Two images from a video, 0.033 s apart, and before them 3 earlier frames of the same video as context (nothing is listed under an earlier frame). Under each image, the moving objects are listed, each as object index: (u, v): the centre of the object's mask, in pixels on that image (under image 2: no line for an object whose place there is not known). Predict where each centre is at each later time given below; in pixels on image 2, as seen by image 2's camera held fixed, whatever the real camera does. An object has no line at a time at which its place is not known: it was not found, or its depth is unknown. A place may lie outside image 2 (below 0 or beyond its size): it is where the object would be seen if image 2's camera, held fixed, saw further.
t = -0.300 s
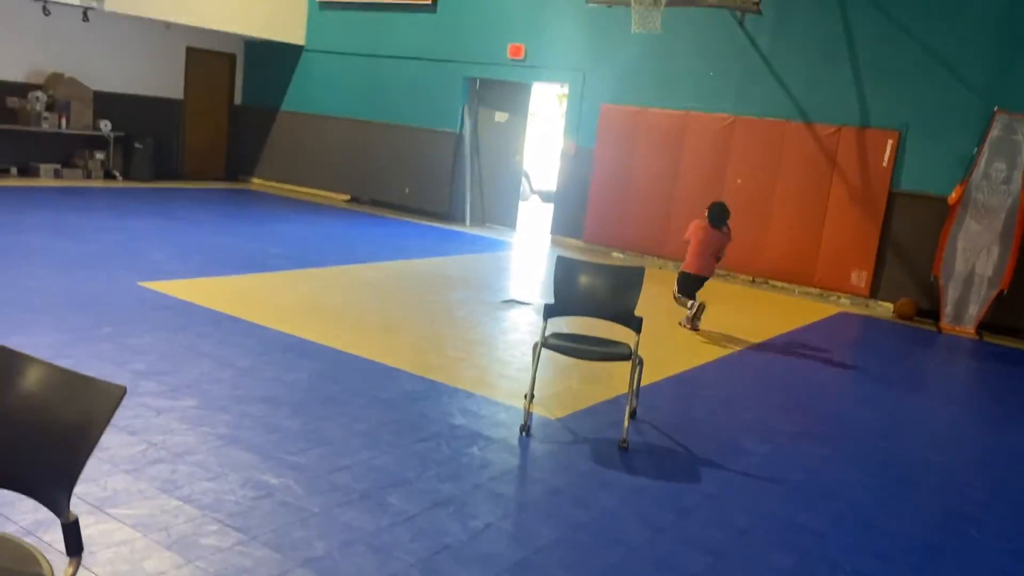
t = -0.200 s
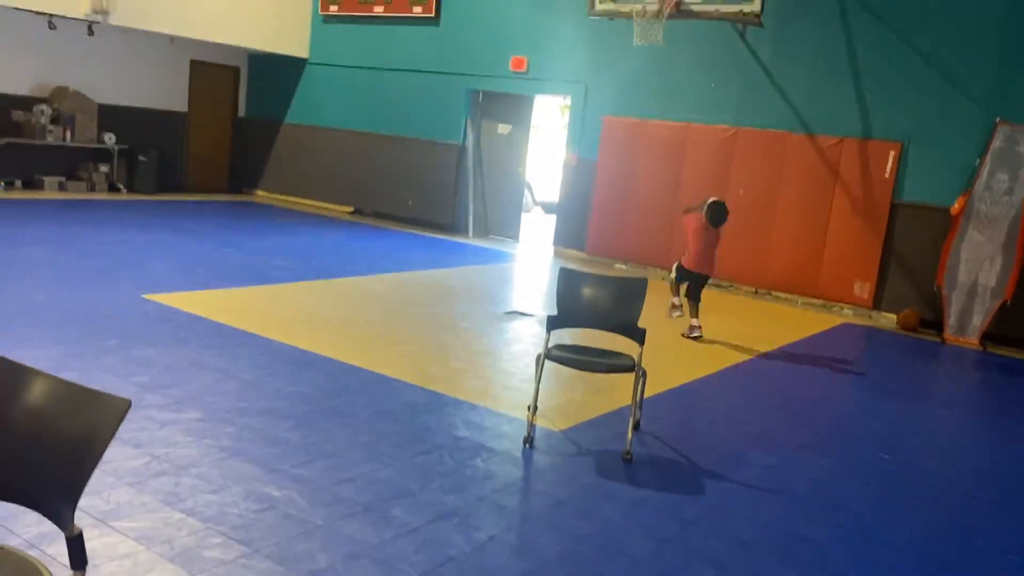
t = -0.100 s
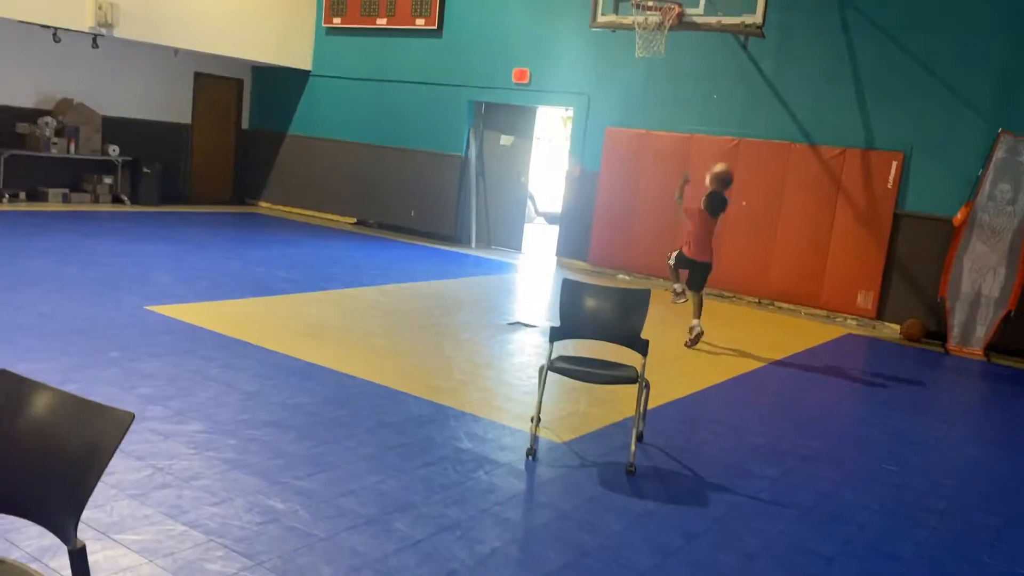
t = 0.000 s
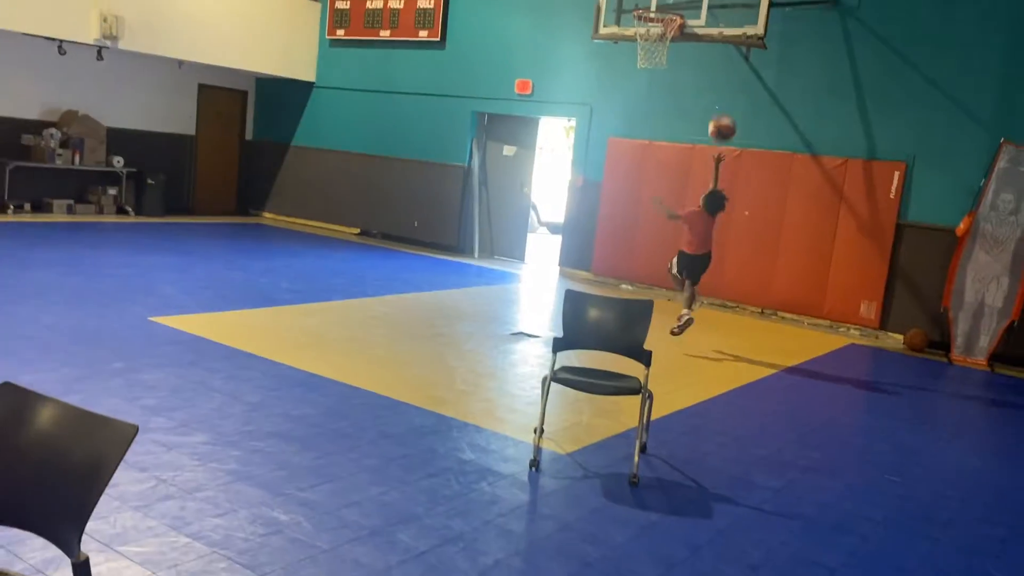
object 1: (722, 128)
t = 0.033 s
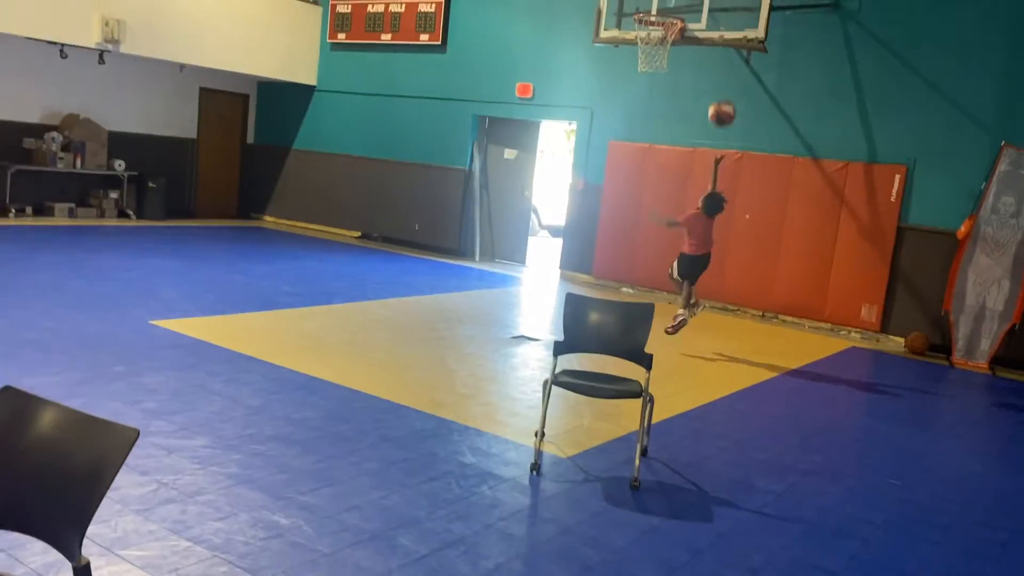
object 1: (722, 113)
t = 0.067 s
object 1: (721, 96)
